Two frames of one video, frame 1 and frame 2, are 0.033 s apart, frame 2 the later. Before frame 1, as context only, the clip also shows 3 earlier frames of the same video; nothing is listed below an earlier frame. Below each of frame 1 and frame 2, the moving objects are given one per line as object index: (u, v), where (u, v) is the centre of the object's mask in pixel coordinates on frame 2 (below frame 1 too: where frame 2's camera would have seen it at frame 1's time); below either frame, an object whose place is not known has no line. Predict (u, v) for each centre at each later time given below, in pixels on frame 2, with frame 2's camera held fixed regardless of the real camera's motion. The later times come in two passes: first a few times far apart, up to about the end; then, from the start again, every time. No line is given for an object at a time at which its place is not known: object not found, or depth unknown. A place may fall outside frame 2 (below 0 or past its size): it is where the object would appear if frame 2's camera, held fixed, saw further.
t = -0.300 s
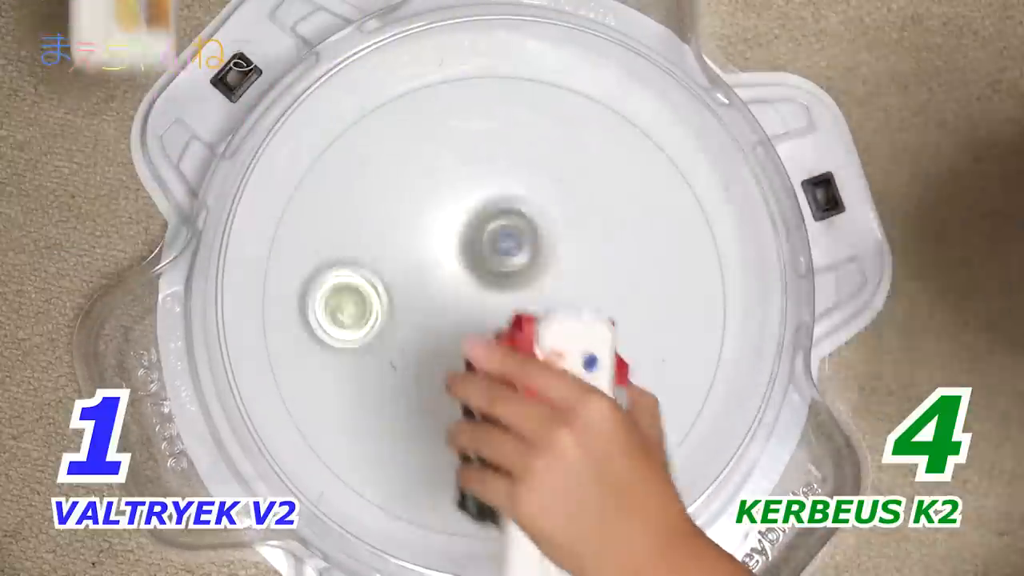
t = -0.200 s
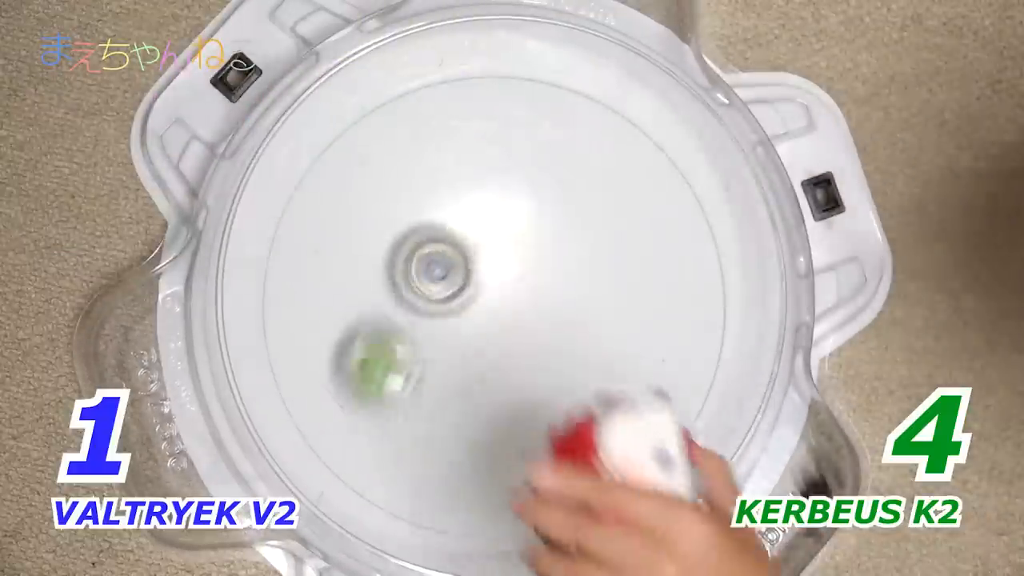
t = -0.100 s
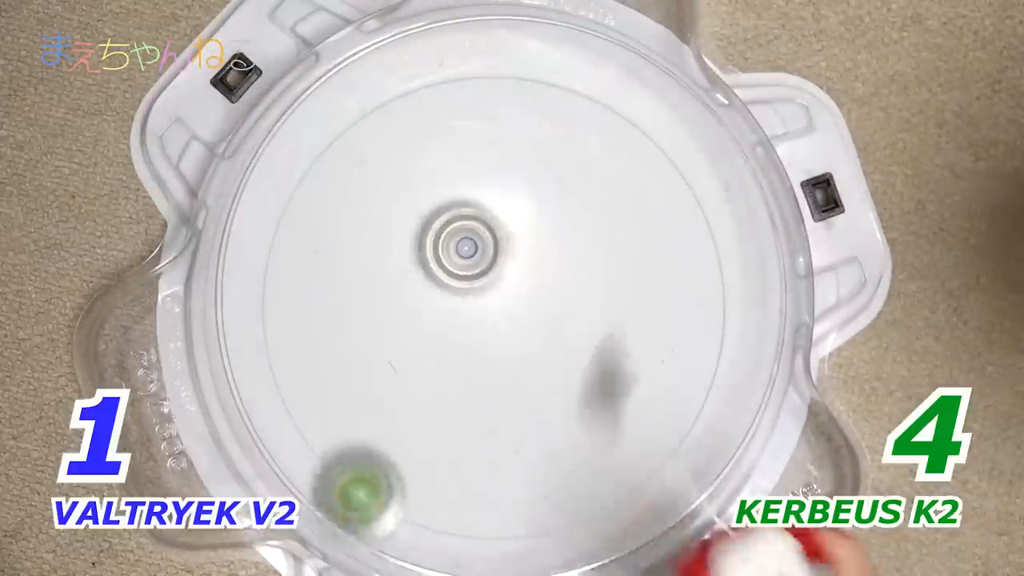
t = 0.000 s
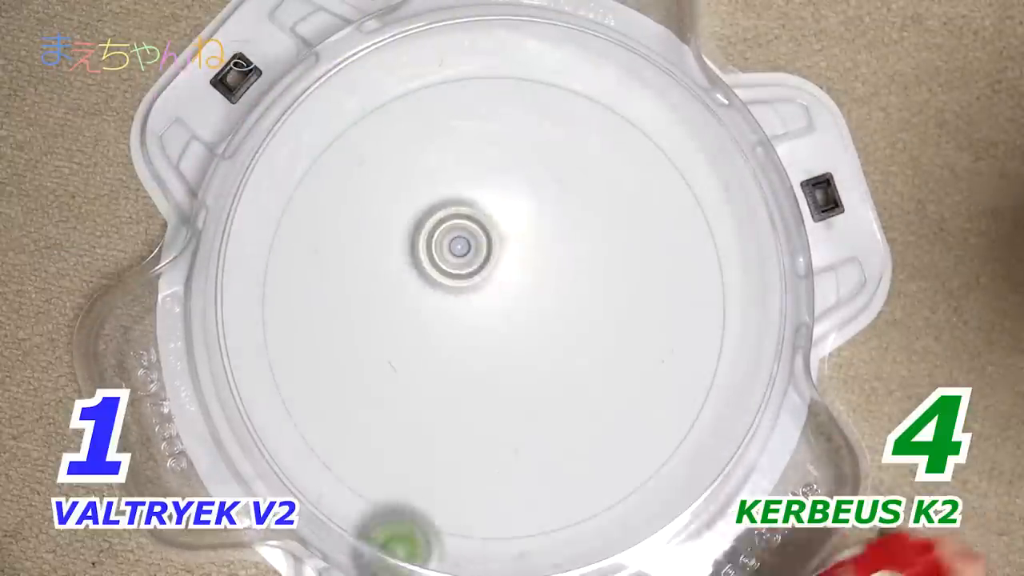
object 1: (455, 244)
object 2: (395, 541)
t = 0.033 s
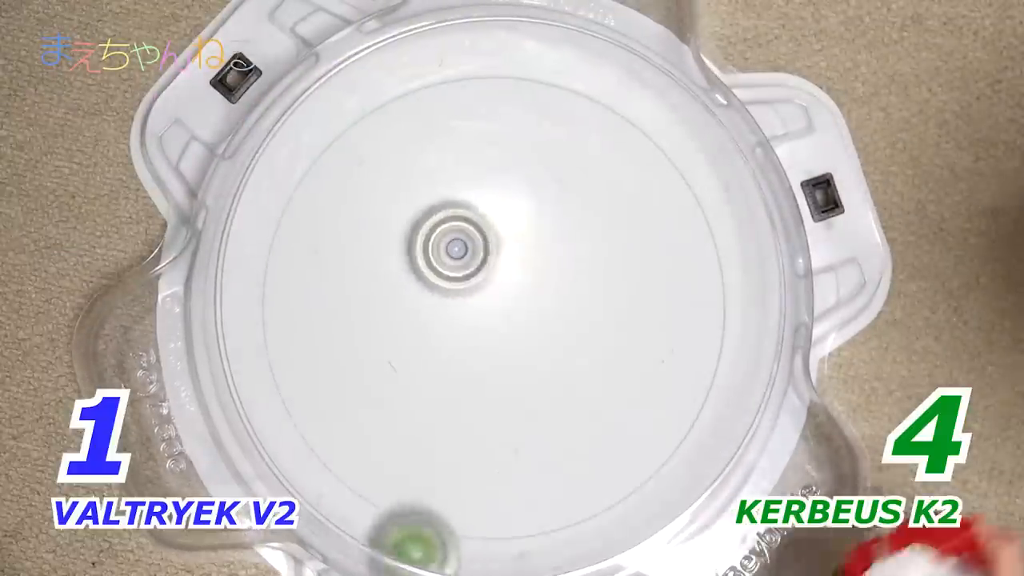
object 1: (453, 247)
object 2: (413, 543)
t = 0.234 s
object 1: (486, 274)
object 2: (507, 507)
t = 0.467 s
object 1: (509, 228)
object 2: (556, 386)
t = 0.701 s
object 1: (444, 247)
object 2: (570, 353)
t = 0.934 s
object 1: (481, 326)
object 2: (580, 312)
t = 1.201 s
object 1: (522, 247)
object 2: (622, 258)
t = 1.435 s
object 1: (428, 260)
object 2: (587, 240)
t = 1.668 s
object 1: (491, 361)
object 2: (524, 271)
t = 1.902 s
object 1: (573, 438)
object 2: (513, 221)
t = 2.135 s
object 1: (605, 323)
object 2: (463, 239)
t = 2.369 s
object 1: (534, 301)
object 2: (326, 243)
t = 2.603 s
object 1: (528, 366)
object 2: (280, 286)
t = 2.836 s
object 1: (534, 330)
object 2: (323, 316)
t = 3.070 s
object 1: (525, 362)
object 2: (336, 287)
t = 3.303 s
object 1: (618, 322)
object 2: (367, 272)
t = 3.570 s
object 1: (545, 244)
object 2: (440, 289)
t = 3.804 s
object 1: (558, 234)
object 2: (395, 341)
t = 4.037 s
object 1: (531, 305)
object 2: (423, 391)
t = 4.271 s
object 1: (567, 361)
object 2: (462, 404)
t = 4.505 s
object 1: (571, 309)
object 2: (485, 387)
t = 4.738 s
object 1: (500, 255)
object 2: (493, 368)
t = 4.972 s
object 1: (414, 235)
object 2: (498, 348)
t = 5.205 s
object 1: (409, 303)
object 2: (528, 323)
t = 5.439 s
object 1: (456, 305)
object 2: (597, 323)
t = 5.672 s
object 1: (501, 249)
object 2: (608, 328)
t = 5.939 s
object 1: (485, 237)
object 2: (561, 318)
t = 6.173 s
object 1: (446, 251)
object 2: (528, 320)
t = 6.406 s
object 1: (400, 279)
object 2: (527, 321)
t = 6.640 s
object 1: (438, 310)
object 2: (554, 303)
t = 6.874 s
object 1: (488, 276)
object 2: (587, 298)
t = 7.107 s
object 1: (456, 245)
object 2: (583, 318)
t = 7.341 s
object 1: (451, 274)
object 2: (557, 325)
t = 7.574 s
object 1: (410, 285)
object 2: (539, 315)
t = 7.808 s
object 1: (444, 310)
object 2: (540, 289)
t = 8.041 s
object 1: (467, 306)
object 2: (557, 276)
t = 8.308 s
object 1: (457, 307)
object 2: (555, 292)
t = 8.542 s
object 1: (385, 271)
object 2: (617, 337)
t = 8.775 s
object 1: (407, 264)
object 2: (569, 325)
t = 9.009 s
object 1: (434, 290)
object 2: (552, 295)
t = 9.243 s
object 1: (423, 308)
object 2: (547, 289)
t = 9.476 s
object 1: (432, 311)
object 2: (526, 277)
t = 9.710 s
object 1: (436, 318)
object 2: (518, 273)
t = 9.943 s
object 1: (421, 318)
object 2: (526, 281)
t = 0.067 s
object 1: (451, 251)
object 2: (432, 539)
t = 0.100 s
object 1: (453, 257)
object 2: (448, 538)
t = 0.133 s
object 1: (457, 264)
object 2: (463, 535)
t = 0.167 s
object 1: (465, 269)
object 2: (478, 531)
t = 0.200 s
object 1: (475, 273)
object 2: (492, 520)
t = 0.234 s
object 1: (486, 274)
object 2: (507, 507)
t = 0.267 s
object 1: (498, 272)
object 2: (521, 491)
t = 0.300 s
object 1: (508, 267)
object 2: (533, 474)
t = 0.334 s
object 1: (516, 259)
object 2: (542, 455)
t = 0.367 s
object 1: (520, 251)
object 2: (549, 438)
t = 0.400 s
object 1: (520, 241)
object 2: (553, 419)
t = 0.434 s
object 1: (516, 233)
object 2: (556, 403)
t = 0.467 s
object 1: (509, 228)
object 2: (556, 386)
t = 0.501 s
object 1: (500, 227)
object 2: (555, 371)
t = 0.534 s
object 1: (490, 231)
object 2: (552, 355)
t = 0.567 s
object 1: (483, 241)
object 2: (548, 341)
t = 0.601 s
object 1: (480, 254)
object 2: (544, 327)
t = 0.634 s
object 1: (469, 251)
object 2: (551, 333)
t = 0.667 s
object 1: (456, 245)
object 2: (564, 346)
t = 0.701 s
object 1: (444, 247)
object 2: (570, 353)
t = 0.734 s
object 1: (433, 255)
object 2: (573, 354)
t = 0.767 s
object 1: (428, 269)
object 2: (575, 350)
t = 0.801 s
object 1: (428, 286)
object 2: (578, 343)
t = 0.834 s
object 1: (435, 301)
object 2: (580, 335)
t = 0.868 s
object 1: (447, 314)
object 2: (581, 326)
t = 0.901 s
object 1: (463, 323)
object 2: (581, 320)
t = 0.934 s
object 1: (481, 326)
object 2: (580, 312)
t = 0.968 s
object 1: (491, 326)
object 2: (589, 306)
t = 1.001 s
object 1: (496, 323)
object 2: (602, 297)
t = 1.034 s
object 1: (504, 315)
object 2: (611, 290)
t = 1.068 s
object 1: (514, 305)
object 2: (616, 283)
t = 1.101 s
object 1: (523, 291)
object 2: (620, 277)
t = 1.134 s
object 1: (526, 276)
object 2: (622, 270)
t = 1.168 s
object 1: (526, 261)
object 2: (622, 263)
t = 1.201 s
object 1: (522, 247)
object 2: (622, 258)
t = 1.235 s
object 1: (512, 235)
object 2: (620, 253)
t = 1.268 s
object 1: (499, 227)
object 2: (617, 249)
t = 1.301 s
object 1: (482, 222)
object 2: (613, 245)
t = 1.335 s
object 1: (464, 224)
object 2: (608, 241)
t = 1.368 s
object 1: (449, 231)
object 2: (603, 239)
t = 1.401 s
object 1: (436, 244)
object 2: (596, 239)
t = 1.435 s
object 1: (428, 260)
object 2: (587, 240)
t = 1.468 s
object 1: (423, 278)
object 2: (578, 241)
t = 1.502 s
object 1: (426, 296)
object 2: (568, 245)
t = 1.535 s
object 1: (433, 314)
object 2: (559, 249)
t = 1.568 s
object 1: (444, 329)
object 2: (551, 254)
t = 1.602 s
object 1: (459, 342)
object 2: (541, 260)
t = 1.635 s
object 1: (475, 352)
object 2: (532, 266)
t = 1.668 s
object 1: (491, 361)
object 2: (524, 271)
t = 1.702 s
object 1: (494, 391)
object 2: (533, 251)
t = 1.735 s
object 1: (502, 414)
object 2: (538, 237)
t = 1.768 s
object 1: (513, 429)
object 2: (538, 229)
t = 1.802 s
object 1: (527, 438)
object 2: (534, 225)
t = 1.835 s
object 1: (543, 442)
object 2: (528, 222)
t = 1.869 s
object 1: (558, 442)
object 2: (520, 221)
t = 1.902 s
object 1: (573, 438)
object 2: (513, 221)
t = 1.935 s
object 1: (589, 431)
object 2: (506, 221)
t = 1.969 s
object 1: (603, 420)
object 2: (498, 221)
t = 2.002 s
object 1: (614, 404)
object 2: (490, 224)
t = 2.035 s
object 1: (620, 385)
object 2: (483, 226)
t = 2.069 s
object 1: (621, 365)
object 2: (476, 229)
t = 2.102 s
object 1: (615, 344)
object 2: (469, 234)
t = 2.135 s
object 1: (605, 323)
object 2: (463, 239)
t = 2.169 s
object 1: (589, 305)
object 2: (458, 245)
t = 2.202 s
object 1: (569, 289)
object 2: (453, 251)
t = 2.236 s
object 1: (548, 278)
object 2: (449, 258)
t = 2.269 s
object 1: (547, 281)
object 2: (417, 253)
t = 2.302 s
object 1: (548, 288)
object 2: (380, 247)
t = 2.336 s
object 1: (543, 294)
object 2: (348, 243)
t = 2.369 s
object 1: (534, 301)
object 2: (326, 243)
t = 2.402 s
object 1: (526, 310)
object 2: (311, 246)
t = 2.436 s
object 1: (520, 320)
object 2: (299, 254)
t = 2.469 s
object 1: (516, 331)
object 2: (291, 261)
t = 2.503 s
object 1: (515, 342)
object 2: (286, 267)
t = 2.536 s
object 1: (517, 352)
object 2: (283, 273)
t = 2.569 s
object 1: (521, 360)
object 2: (281, 280)
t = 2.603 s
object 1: (528, 366)
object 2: (280, 286)
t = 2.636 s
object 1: (535, 369)
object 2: (281, 291)
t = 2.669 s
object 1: (541, 367)
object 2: (285, 296)
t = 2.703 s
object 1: (547, 362)
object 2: (289, 301)
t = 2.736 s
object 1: (549, 355)
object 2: (295, 306)
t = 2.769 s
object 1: (548, 346)
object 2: (303, 311)
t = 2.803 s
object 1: (542, 337)
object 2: (312, 314)
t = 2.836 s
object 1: (534, 330)
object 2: (323, 316)
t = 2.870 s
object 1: (522, 325)
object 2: (334, 318)
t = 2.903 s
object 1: (509, 322)
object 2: (346, 319)
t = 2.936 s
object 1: (495, 322)
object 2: (357, 319)
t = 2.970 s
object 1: (482, 325)
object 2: (370, 319)
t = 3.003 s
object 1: (480, 335)
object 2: (372, 314)
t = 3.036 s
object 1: (504, 352)
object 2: (349, 299)
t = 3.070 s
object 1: (525, 362)
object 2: (336, 287)
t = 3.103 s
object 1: (543, 366)
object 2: (330, 278)
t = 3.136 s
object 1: (559, 366)
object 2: (332, 274)
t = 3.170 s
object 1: (574, 362)
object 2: (337, 272)
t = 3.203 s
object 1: (588, 356)
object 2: (343, 272)
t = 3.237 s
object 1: (601, 347)
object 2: (351, 272)
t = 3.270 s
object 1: (610, 336)
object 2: (358, 272)
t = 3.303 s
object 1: (618, 322)
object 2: (367, 272)
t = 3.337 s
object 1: (620, 307)
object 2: (377, 273)
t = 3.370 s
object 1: (619, 291)
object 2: (387, 274)
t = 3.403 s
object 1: (613, 276)
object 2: (398, 275)
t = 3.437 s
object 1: (602, 262)
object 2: (410, 277)
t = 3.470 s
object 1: (587, 253)
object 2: (422, 279)
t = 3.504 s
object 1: (569, 245)
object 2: (433, 281)
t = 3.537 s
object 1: (550, 243)
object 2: (445, 284)
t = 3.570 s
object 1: (545, 244)
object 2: (440, 289)
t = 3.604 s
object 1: (557, 243)
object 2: (418, 296)
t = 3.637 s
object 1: (564, 243)
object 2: (401, 303)
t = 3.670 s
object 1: (566, 240)
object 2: (391, 309)
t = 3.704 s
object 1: (568, 237)
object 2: (388, 315)
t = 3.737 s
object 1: (566, 234)
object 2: (389, 323)
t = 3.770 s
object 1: (563, 232)
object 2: (392, 332)
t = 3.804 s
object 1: (558, 234)
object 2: (395, 341)
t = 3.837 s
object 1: (553, 238)
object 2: (399, 350)
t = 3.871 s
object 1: (547, 246)
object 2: (403, 358)
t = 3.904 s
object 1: (541, 256)
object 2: (407, 366)
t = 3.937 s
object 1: (535, 266)
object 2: (411, 373)
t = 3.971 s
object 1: (532, 279)
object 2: (415, 379)
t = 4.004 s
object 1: (530, 293)
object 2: (419, 385)
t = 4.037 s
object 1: (531, 305)
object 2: (423, 391)
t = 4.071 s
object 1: (533, 319)
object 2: (428, 396)
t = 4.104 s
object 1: (536, 330)
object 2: (433, 399)
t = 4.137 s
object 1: (541, 340)
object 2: (439, 402)
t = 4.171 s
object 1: (547, 348)
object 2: (445, 404)
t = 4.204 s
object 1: (554, 354)
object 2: (450, 405)
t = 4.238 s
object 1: (561, 359)
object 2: (456, 405)
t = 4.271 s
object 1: (567, 361)
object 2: (462, 404)
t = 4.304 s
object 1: (573, 359)
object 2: (467, 403)
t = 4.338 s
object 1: (576, 355)
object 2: (473, 401)
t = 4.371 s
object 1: (576, 349)
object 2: (479, 398)
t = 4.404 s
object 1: (573, 342)
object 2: (486, 395)
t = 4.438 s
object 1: (571, 334)
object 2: (488, 392)
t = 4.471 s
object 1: (574, 323)
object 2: (484, 391)
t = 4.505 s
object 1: (571, 309)
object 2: (485, 387)
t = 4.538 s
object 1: (566, 298)
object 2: (488, 383)
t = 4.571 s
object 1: (559, 289)
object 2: (490, 380)
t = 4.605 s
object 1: (548, 281)
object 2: (492, 375)
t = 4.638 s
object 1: (536, 275)
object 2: (495, 370)
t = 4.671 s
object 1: (522, 272)
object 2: (497, 364)
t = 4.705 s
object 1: (509, 267)
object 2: (496, 363)
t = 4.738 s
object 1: (500, 255)
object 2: (493, 368)
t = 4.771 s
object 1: (489, 244)
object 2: (492, 369)
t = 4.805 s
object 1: (476, 236)
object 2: (493, 367)
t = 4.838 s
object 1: (462, 230)
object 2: (495, 364)
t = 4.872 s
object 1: (450, 228)
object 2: (496, 360)
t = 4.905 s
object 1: (436, 226)
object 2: (497, 356)
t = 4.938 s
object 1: (425, 229)
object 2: (498, 352)
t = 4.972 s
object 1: (414, 235)
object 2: (498, 348)
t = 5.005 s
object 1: (406, 244)
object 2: (499, 343)
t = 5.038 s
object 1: (400, 256)
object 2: (500, 338)
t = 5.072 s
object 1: (399, 268)
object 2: (502, 333)
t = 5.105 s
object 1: (401, 280)
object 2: (503, 328)
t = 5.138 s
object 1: (406, 293)
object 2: (504, 323)
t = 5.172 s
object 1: (413, 304)
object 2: (509, 320)
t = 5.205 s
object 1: (409, 303)
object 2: (528, 323)
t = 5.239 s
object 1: (408, 305)
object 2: (549, 324)
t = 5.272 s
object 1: (413, 308)
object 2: (565, 326)
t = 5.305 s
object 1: (418, 310)
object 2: (573, 326)
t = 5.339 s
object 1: (426, 311)
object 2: (581, 324)
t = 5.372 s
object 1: (437, 311)
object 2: (587, 323)
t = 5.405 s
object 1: (447, 309)
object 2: (592, 323)
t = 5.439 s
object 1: (456, 305)
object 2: (597, 323)
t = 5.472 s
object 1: (466, 299)
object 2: (602, 322)
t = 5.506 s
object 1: (474, 292)
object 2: (606, 323)
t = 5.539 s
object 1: (482, 284)
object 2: (608, 323)
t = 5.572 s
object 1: (488, 276)
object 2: (610, 325)
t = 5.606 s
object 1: (494, 267)
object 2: (610, 326)
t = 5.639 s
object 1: (498, 259)
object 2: (609, 327)
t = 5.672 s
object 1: (501, 249)
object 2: (608, 328)
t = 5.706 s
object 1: (503, 241)
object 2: (604, 327)
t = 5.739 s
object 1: (503, 235)
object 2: (600, 328)
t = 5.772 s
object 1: (501, 229)
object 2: (594, 328)
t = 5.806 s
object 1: (498, 226)
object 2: (589, 326)
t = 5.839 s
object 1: (494, 225)
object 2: (583, 325)
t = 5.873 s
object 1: (491, 227)
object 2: (576, 322)
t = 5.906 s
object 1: (487, 231)
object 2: (569, 320)
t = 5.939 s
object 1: (485, 237)
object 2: (561, 318)
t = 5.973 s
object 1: (485, 246)
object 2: (554, 314)
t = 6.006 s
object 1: (481, 244)
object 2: (553, 320)
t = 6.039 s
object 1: (471, 238)
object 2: (550, 328)
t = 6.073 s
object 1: (465, 238)
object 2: (544, 330)
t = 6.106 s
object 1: (457, 240)
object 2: (538, 327)
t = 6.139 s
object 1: (450, 245)
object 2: (533, 323)
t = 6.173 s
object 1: (446, 251)
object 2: (528, 320)
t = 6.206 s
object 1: (443, 260)
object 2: (523, 316)
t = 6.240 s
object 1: (432, 260)
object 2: (527, 321)
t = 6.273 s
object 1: (422, 260)
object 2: (530, 328)
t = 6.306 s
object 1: (413, 262)
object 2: (530, 330)
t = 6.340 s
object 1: (406, 266)
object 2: (528, 327)
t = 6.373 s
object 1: (402, 271)
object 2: (528, 324)
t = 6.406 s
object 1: (400, 279)
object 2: (527, 321)
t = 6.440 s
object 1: (401, 286)
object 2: (526, 318)
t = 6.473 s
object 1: (404, 295)
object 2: (525, 315)
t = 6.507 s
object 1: (411, 302)
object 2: (525, 312)
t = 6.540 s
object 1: (420, 307)
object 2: (524, 308)
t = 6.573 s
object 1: (427, 311)
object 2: (526, 306)
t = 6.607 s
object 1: (432, 311)
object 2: (542, 306)
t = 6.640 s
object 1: (438, 310)
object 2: (554, 303)
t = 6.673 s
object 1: (446, 308)
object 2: (561, 298)
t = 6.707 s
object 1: (456, 305)
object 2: (567, 294)
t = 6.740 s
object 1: (464, 300)
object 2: (572, 292)
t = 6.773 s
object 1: (471, 295)
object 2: (575, 292)
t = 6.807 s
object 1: (477, 290)
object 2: (578, 293)
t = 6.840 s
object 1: (485, 284)
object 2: (581, 293)
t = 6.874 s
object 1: (488, 276)
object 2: (587, 298)
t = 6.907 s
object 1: (486, 267)
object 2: (592, 303)
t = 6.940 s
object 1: (482, 258)
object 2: (591, 305)
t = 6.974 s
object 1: (478, 252)
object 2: (591, 307)
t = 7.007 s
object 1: (472, 248)
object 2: (591, 310)
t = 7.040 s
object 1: (467, 245)
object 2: (589, 313)
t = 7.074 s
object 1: (461, 243)
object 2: (586, 316)
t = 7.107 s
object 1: (456, 245)
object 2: (583, 318)
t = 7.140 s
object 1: (453, 250)
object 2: (578, 318)
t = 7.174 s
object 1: (452, 256)
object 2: (573, 320)
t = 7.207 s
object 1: (454, 262)
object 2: (567, 319)
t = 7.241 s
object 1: (456, 268)
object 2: (561, 319)
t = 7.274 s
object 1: (461, 275)
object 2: (555, 317)
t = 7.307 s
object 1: (461, 279)
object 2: (551, 317)
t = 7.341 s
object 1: (451, 274)
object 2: (557, 325)
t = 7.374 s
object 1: (442, 272)
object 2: (557, 329)
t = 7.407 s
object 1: (435, 270)
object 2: (554, 331)
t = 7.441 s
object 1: (425, 269)
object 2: (549, 327)
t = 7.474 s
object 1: (419, 271)
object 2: (546, 324)
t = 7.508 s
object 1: (414, 274)
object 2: (544, 321)
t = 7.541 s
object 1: (410, 278)
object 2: (542, 317)
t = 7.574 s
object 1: (410, 285)
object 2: (539, 315)
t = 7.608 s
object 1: (412, 293)
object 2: (537, 309)
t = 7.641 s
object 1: (418, 298)
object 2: (535, 306)
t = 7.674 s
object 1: (425, 302)
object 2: (534, 301)
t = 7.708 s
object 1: (434, 305)
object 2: (532, 296)
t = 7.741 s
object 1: (438, 306)
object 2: (536, 292)
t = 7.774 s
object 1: (441, 308)
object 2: (539, 291)
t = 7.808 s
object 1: (444, 310)
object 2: (540, 289)
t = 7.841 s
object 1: (448, 310)
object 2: (540, 284)
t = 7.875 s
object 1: (452, 311)
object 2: (544, 281)
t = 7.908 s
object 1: (457, 310)
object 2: (547, 279)
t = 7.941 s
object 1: (460, 310)
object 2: (550, 278)
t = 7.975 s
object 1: (462, 310)
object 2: (553, 278)
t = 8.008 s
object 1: (463, 308)
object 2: (554, 278)
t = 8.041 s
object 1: (467, 306)
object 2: (557, 276)
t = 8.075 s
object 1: (468, 305)
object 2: (561, 277)
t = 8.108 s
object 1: (464, 305)
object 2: (566, 279)
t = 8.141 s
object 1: (460, 304)
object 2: (566, 285)
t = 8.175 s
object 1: (457, 305)
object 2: (564, 286)
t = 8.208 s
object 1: (455, 306)
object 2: (563, 287)
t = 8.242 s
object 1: (454, 307)
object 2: (561, 288)
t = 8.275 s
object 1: (454, 307)
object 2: (559, 290)
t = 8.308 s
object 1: (457, 307)
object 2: (555, 292)
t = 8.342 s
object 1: (458, 307)
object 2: (551, 292)
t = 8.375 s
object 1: (436, 297)
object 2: (571, 301)
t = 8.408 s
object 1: (411, 288)
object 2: (597, 313)
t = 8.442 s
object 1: (398, 279)
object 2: (615, 322)
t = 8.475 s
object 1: (393, 275)
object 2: (624, 330)
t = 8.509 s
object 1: (390, 274)
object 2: (622, 337)
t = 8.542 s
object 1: (385, 271)
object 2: (617, 337)
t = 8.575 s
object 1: (385, 267)
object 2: (612, 337)
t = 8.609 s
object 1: (386, 267)
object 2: (608, 334)
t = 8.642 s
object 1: (387, 268)
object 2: (604, 334)
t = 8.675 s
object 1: (389, 263)
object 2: (597, 334)
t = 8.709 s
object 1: (395, 260)
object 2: (588, 333)
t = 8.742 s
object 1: (401, 263)
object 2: (580, 329)
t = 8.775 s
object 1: (407, 264)
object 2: (569, 325)
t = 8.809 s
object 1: (416, 265)
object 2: (561, 320)
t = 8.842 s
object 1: (427, 269)
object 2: (552, 316)
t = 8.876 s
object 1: (434, 278)
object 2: (541, 309)
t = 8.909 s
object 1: (440, 285)
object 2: (534, 303)
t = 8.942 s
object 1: (438, 287)
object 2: (535, 302)
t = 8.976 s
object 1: (438, 288)
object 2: (540, 299)
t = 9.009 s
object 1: (434, 290)
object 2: (552, 295)
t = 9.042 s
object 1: (432, 289)
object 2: (554, 300)
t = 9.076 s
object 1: (435, 291)
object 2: (555, 298)
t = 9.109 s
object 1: (437, 297)
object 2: (557, 296)
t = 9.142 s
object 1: (436, 305)
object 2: (556, 296)
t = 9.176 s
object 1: (428, 309)
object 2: (553, 296)
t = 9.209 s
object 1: (424, 308)
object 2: (549, 292)
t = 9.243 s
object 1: (423, 308)
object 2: (547, 289)
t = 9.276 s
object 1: (423, 309)
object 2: (545, 288)
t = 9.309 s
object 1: (423, 311)
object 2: (541, 287)
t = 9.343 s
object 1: (423, 311)
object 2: (537, 286)
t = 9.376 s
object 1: (422, 308)
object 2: (535, 284)
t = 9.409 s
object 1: (427, 306)
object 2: (531, 283)
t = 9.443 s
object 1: (431, 309)
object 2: (528, 280)
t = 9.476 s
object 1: (432, 311)
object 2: (526, 277)
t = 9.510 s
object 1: (433, 315)
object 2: (526, 275)
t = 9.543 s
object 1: (432, 318)
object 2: (526, 274)
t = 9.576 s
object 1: (431, 318)
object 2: (526, 273)
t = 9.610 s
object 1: (432, 318)
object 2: (525, 274)
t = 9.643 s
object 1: (432, 317)
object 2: (523, 274)
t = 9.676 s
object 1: (432, 318)
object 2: (521, 274)
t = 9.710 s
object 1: (436, 318)
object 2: (518, 273)
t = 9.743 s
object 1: (439, 320)
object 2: (515, 272)
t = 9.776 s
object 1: (430, 324)
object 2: (520, 270)
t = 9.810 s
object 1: (423, 321)
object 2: (524, 270)
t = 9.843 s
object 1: (420, 320)
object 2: (527, 271)
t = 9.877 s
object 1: (416, 320)
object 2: (529, 274)
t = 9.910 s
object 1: (418, 318)
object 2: (529, 278)
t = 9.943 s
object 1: (421, 318)
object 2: (526, 281)
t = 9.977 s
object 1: (422, 321)
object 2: (522, 284)
